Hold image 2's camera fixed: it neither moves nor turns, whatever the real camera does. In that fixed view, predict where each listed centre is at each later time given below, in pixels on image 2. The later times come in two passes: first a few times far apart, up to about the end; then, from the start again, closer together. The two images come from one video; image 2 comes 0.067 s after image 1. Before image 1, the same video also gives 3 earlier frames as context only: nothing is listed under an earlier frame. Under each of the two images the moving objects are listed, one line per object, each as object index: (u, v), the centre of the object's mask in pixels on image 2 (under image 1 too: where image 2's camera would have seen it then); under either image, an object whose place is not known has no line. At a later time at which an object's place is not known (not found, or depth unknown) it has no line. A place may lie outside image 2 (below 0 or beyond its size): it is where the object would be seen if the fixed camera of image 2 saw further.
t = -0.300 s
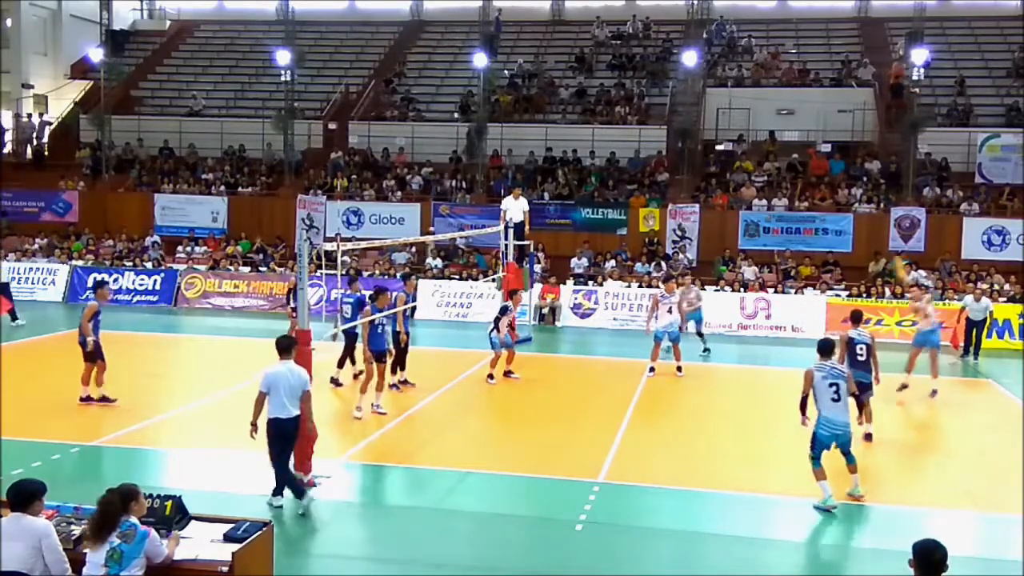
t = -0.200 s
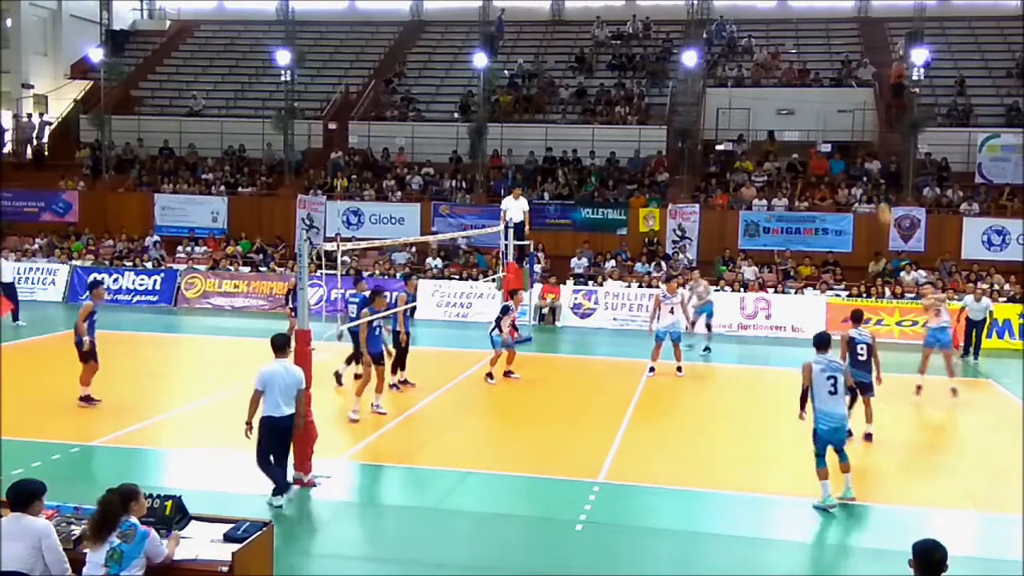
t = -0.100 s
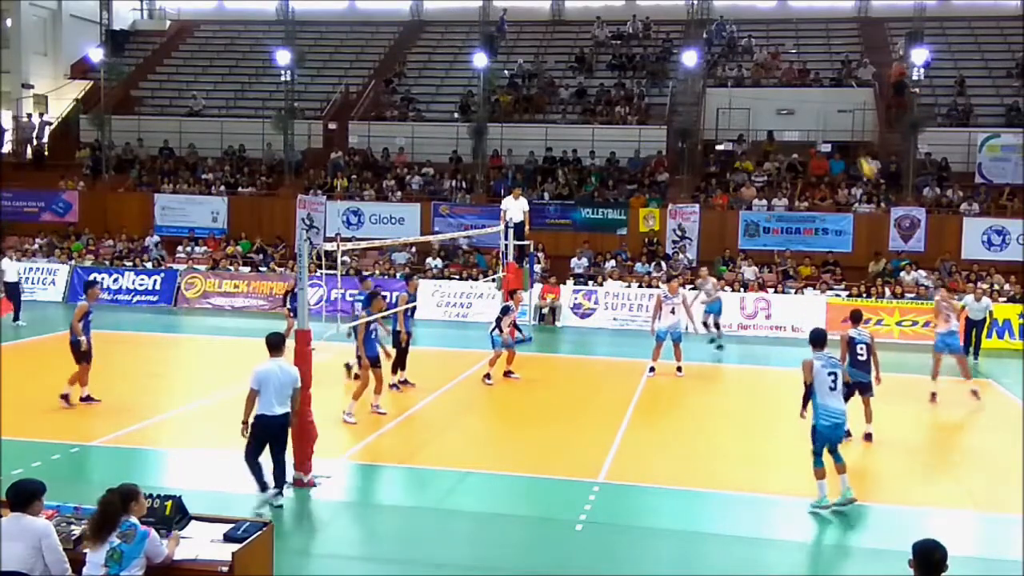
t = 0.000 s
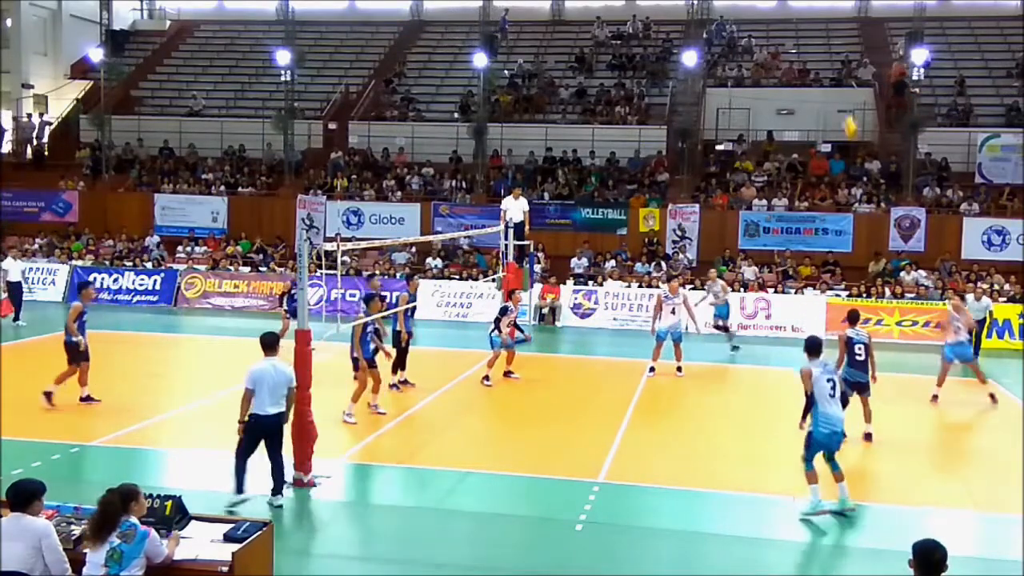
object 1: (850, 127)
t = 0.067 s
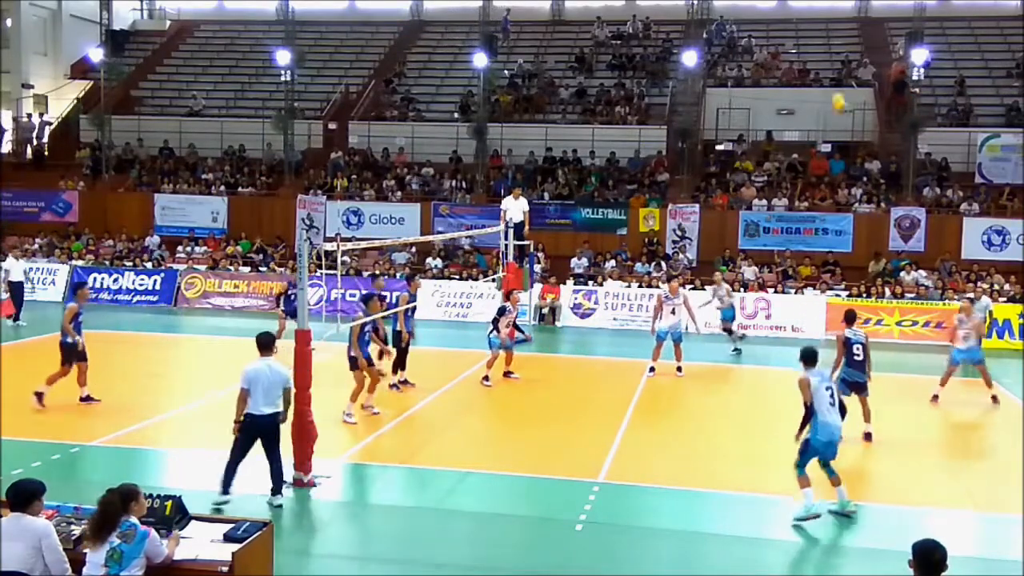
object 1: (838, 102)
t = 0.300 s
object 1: (800, 44)
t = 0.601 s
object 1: (747, 20)
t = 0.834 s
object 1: (702, 45)
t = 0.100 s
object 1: (834, 92)
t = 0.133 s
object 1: (828, 82)
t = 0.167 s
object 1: (824, 73)
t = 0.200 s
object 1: (819, 63)
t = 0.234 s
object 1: (813, 56)
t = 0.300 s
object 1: (800, 44)
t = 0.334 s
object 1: (795, 40)
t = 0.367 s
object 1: (788, 34)
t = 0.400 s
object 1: (783, 31)
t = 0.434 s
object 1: (776, 28)
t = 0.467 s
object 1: (770, 25)
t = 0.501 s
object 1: (763, 23)
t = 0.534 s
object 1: (758, 20)
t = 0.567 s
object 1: (752, 20)
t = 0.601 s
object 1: (747, 20)
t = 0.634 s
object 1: (740, 21)
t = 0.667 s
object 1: (734, 25)
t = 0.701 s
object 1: (728, 28)
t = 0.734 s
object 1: (722, 33)
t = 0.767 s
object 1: (714, 36)
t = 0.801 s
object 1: (708, 41)
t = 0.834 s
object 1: (702, 45)
